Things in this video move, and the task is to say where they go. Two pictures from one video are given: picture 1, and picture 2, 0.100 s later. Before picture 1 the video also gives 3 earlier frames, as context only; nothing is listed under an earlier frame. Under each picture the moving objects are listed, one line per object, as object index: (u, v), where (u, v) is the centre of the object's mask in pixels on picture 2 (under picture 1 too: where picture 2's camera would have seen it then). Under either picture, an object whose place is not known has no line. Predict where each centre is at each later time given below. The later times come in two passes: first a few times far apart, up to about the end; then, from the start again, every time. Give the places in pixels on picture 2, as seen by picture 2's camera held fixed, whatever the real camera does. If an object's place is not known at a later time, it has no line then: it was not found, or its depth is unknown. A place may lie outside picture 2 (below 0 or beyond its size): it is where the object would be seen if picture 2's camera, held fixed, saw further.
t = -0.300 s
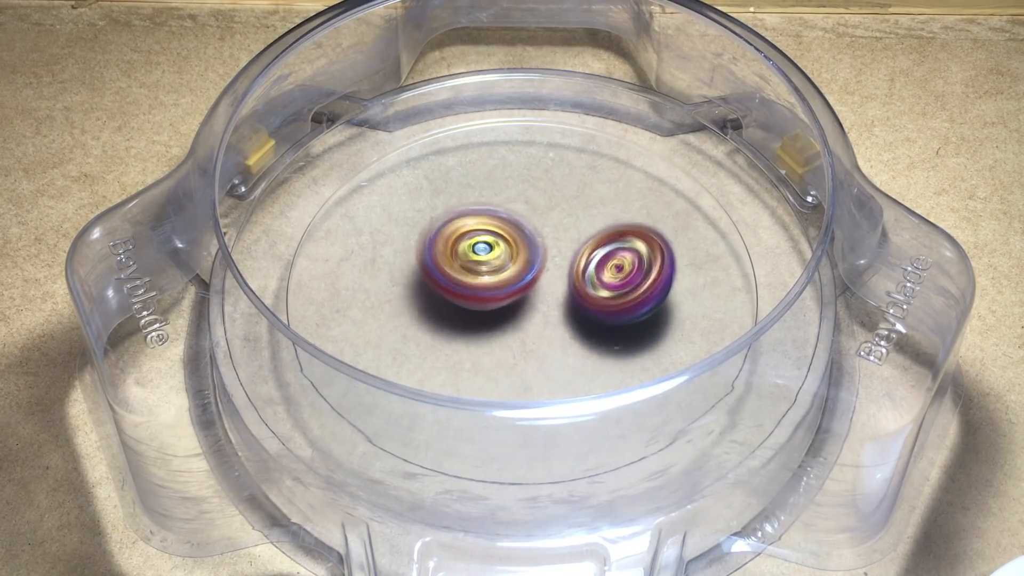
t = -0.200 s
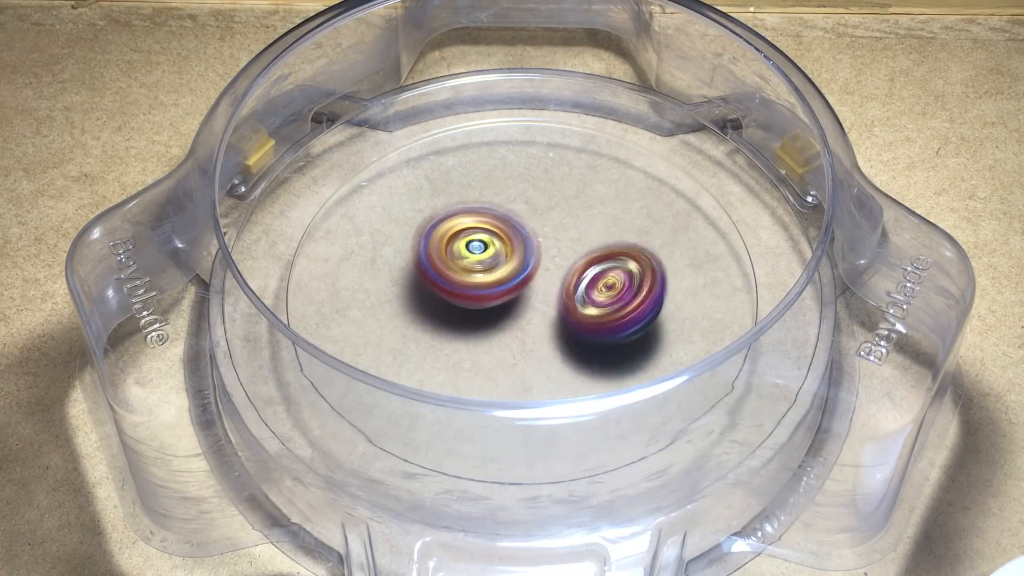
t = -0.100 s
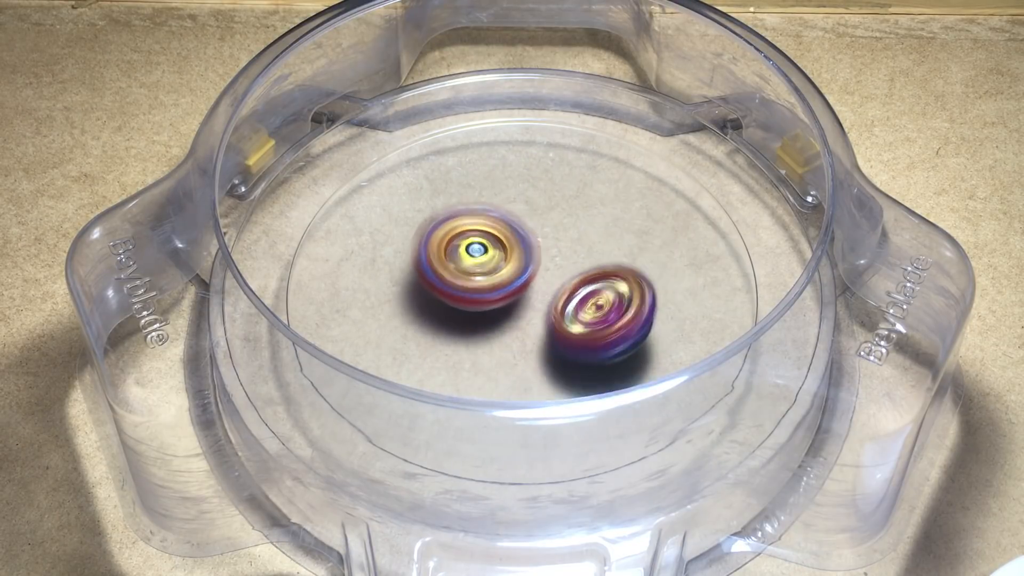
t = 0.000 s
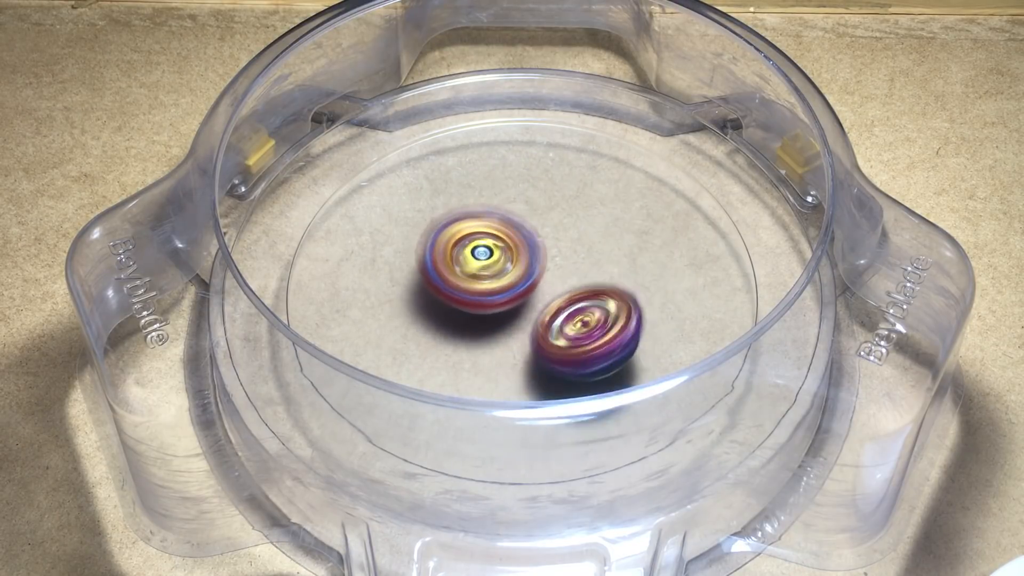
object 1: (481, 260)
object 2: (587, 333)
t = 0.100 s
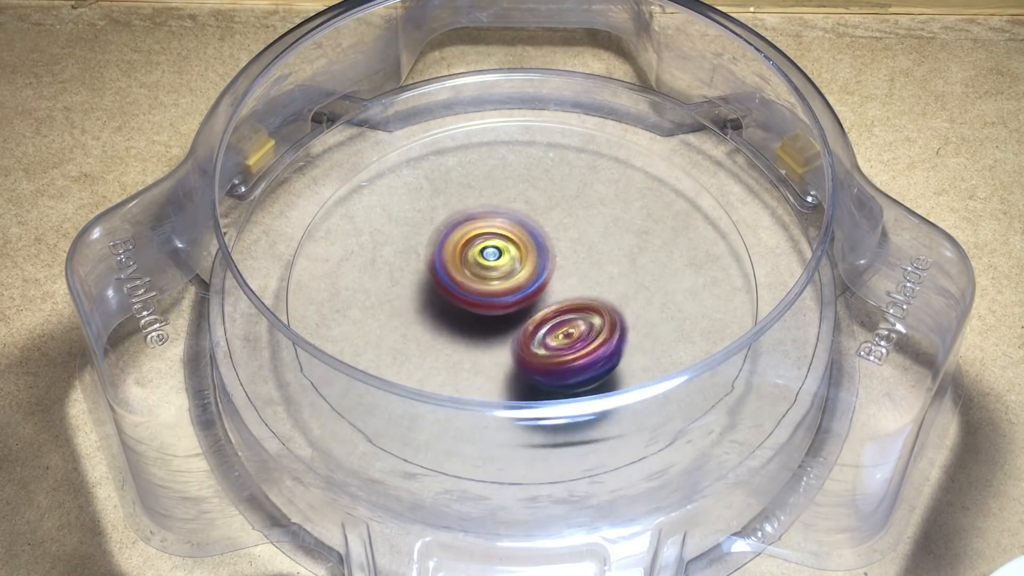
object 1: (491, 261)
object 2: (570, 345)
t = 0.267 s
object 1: (510, 251)
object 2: (537, 358)
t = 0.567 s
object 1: (523, 232)
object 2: (472, 340)
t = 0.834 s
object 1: (529, 239)
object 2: (421, 293)
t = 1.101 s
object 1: (562, 257)
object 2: (407, 235)
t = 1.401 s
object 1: (577, 264)
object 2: (448, 196)
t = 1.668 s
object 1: (561, 276)
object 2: (518, 187)
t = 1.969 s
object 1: (543, 309)
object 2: (607, 200)
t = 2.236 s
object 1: (528, 309)
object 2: (636, 243)
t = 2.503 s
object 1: (486, 289)
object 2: (633, 312)
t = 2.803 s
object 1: (462, 272)
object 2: (570, 358)
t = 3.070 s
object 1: (479, 258)
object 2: (485, 355)
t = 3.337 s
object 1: (515, 222)
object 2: (415, 311)
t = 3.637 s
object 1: (535, 217)
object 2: (407, 239)
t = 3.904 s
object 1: (559, 244)
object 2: (449, 190)
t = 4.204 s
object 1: (589, 281)
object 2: (529, 184)
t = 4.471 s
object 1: (578, 305)
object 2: (619, 206)
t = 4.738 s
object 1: (532, 329)
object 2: (657, 247)
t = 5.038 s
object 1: (484, 314)
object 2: (610, 322)
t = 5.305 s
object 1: (420, 268)
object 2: (535, 370)
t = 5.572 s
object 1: (427, 237)
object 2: (483, 359)
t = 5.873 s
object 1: (516, 196)
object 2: (426, 293)
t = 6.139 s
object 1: (575, 169)
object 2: (432, 223)
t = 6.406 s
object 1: (598, 214)
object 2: (468, 193)
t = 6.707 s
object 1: (588, 314)
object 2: (545, 220)
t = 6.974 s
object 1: (564, 356)
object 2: (644, 272)
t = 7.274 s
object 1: (507, 332)
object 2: (638, 289)
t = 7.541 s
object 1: (439, 257)
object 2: (556, 306)
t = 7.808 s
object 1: (406, 196)
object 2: (464, 308)
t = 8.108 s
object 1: (477, 201)
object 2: (440, 297)
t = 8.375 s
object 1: (593, 223)
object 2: (485, 295)
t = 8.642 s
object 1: (681, 249)
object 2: (509, 281)
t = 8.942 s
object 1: (634, 299)
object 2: (514, 281)
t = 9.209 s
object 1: (528, 344)
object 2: (484, 234)
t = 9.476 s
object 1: (423, 303)
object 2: (513, 235)
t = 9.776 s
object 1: (419, 235)
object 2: (602, 263)
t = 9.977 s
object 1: (488, 210)
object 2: (599, 288)
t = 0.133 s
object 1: (494, 261)
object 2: (564, 348)
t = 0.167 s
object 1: (498, 261)
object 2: (557, 350)
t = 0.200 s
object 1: (502, 260)
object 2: (551, 352)
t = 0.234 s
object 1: (506, 255)
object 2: (544, 356)
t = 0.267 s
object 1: (510, 251)
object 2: (537, 358)
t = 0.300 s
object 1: (513, 247)
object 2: (529, 359)
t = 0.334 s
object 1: (515, 243)
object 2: (521, 359)
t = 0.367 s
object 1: (517, 240)
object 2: (513, 358)
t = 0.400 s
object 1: (518, 238)
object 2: (506, 357)
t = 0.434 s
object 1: (519, 236)
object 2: (498, 356)
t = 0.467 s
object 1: (521, 235)
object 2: (490, 354)
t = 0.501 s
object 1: (522, 234)
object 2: (484, 350)
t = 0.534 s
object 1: (523, 233)
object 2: (478, 345)
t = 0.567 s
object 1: (523, 232)
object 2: (472, 340)
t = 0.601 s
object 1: (524, 232)
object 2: (464, 335)
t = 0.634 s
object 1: (524, 232)
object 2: (456, 330)
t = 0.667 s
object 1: (524, 232)
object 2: (448, 324)
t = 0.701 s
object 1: (525, 233)
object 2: (441, 319)
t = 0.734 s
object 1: (526, 234)
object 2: (435, 313)
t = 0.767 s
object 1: (527, 236)
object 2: (429, 307)
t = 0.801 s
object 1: (528, 238)
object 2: (425, 300)
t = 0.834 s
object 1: (529, 239)
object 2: (421, 293)
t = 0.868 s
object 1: (531, 241)
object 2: (418, 286)
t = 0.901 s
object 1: (531, 244)
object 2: (415, 279)
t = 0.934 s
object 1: (533, 247)
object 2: (414, 272)
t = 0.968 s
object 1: (540, 250)
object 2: (410, 265)
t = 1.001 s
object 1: (546, 253)
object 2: (407, 257)
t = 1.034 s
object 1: (552, 255)
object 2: (406, 250)
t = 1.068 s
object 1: (557, 256)
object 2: (406, 242)
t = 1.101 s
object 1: (562, 257)
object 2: (407, 235)
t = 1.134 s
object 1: (566, 258)
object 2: (409, 229)
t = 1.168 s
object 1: (569, 259)
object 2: (411, 223)
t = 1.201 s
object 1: (572, 260)
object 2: (415, 217)
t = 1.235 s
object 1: (574, 261)
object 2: (419, 212)
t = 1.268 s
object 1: (576, 261)
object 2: (424, 207)
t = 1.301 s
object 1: (577, 262)
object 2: (429, 204)
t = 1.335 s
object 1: (578, 262)
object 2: (435, 201)
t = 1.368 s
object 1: (578, 263)
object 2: (442, 198)
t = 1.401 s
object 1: (577, 264)
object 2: (448, 196)
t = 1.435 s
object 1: (576, 265)
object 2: (456, 194)
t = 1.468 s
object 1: (575, 267)
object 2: (464, 193)
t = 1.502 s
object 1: (574, 268)
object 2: (472, 191)
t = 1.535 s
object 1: (572, 269)
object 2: (480, 190)
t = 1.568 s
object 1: (570, 271)
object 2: (489, 190)
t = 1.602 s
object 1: (566, 273)
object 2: (498, 189)
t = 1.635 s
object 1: (564, 275)
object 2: (508, 187)
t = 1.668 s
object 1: (561, 276)
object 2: (518, 187)
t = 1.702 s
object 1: (558, 281)
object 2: (529, 187)
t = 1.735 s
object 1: (556, 286)
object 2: (540, 187)
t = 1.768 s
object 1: (552, 290)
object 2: (551, 187)
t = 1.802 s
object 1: (551, 293)
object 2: (561, 188)
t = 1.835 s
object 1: (550, 298)
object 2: (571, 190)
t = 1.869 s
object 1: (548, 301)
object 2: (581, 192)
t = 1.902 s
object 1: (545, 305)
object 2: (591, 194)
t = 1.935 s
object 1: (544, 307)
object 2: (599, 197)
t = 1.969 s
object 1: (543, 309)
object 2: (607, 200)
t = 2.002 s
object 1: (541, 310)
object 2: (613, 204)
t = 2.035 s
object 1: (540, 311)
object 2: (619, 209)
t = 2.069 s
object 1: (538, 312)
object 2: (623, 214)
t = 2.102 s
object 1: (537, 312)
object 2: (627, 218)
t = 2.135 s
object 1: (535, 312)
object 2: (631, 224)
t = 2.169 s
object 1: (533, 311)
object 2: (633, 230)
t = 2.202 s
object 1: (531, 310)
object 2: (635, 237)
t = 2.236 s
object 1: (528, 309)
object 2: (636, 243)
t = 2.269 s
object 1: (525, 307)
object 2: (637, 251)
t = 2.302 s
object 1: (522, 305)
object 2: (636, 259)
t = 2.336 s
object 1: (518, 302)
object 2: (637, 267)
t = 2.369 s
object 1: (510, 300)
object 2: (639, 276)
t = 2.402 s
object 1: (504, 297)
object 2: (640, 285)
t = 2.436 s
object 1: (498, 294)
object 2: (638, 294)
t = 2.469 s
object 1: (491, 292)
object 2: (636, 303)
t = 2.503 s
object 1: (486, 289)
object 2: (633, 312)
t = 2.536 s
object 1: (481, 287)
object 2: (629, 320)
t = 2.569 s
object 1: (476, 285)
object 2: (624, 327)
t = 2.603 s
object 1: (472, 283)
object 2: (619, 334)
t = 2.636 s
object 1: (469, 281)
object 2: (612, 339)
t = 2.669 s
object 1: (466, 279)
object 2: (605, 345)
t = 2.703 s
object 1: (464, 277)
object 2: (597, 349)
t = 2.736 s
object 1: (462, 275)
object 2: (588, 352)
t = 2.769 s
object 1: (462, 274)
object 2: (579, 355)
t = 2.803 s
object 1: (462, 272)
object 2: (570, 358)
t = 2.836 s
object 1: (462, 271)
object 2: (560, 359)
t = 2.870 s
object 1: (463, 268)
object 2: (550, 361)
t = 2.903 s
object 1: (464, 266)
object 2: (539, 361)
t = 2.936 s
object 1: (466, 265)
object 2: (528, 361)
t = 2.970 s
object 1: (469, 263)
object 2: (517, 361)
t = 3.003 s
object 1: (471, 262)
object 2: (506, 359)
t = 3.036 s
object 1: (475, 260)
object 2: (495, 358)
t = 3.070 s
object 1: (479, 258)
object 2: (485, 355)
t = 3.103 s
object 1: (483, 256)
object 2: (476, 352)
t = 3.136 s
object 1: (488, 251)
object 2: (464, 350)
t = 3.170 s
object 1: (495, 245)
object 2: (453, 346)
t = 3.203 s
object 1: (499, 240)
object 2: (444, 340)
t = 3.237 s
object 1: (503, 235)
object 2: (435, 334)
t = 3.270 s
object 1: (507, 230)
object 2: (427, 327)
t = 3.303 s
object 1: (512, 226)
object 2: (421, 319)
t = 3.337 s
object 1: (515, 222)
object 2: (415, 311)
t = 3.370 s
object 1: (518, 219)
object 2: (410, 304)
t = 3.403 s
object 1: (521, 216)
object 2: (406, 295)
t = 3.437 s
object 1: (523, 215)
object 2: (404, 287)
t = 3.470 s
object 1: (526, 213)
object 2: (401, 278)
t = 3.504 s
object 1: (528, 213)
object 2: (400, 269)
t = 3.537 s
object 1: (530, 212)
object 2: (400, 262)
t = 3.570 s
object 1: (532, 213)
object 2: (401, 254)
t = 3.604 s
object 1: (534, 214)
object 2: (403, 247)
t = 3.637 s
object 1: (535, 217)
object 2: (407, 239)
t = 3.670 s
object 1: (537, 219)
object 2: (411, 232)
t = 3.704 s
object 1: (538, 221)
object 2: (415, 224)
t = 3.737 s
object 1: (541, 223)
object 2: (420, 217)
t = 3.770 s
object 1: (543, 226)
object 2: (425, 210)
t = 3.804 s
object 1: (546, 230)
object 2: (431, 204)
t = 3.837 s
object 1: (550, 235)
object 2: (436, 199)
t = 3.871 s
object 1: (555, 239)
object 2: (443, 194)
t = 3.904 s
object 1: (559, 244)
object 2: (449, 190)
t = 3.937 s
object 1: (564, 249)
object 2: (457, 186)
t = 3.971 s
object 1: (568, 252)
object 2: (464, 184)
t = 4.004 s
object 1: (573, 258)
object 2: (472, 182)
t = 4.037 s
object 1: (576, 261)
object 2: (481, 182)
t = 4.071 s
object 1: (579, 266)
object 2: (490, 181)
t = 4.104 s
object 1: (583, 270)
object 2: (500, 181)
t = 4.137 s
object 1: (586, 275)
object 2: (509, 181)
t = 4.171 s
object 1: (588, 277)
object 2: (519, 183)
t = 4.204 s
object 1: (589, 281)
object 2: (529, 184)
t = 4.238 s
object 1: (590, 284)
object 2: (540, 186)
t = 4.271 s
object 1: (592, 287)
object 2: (550, 188)
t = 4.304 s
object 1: (592, 289)
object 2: (561, 191)
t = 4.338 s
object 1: (592, 292)
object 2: (572, 194)
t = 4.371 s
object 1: (592, 293)
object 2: (582, 197)
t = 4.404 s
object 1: (589, 295)
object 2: (594, 200)
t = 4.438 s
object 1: (584, 299)
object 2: (606, 203)
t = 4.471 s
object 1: (578, 305)
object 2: (619, 206)
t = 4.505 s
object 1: (574, 308)
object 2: (629, 210)
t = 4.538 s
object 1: (568, 313)
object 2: (638, 214)
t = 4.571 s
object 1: (562, 317)
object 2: (644, 219)
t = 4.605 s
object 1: (557, 320)
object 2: (650, 224)
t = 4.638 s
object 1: (550, 323)
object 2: (654, 230)
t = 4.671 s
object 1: (544, 326)
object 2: (656, 236)
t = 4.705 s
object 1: (539, 328)
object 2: (658, 241)
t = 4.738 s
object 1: (532, 329)
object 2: (657, 247)
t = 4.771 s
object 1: (525, 330)
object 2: (656, 255)
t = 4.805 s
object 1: (521, 330)
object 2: (653, 262)
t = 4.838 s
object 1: (515, 329)
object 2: (650, 269)
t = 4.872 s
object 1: (508, 328)
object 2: (646, 277)
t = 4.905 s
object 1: (505, 327)
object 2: (641, 286)
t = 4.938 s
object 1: (499, 324)
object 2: (635, 294)
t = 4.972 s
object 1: (494, 321)
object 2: (627, 304)
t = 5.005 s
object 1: (490, 318)
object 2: (619, 314)
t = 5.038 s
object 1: (484, 314)
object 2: (610, 322)
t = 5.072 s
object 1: (476, 308)
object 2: (604, 333)
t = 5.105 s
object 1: (466, 303)
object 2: (598, 341)
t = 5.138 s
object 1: (455, 297)
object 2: (587, 351)
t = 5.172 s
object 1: (449, 290)
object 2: (577, 358)
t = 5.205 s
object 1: (439, 284)
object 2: (566, 362)
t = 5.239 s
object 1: (431, 278)
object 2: (556, 366)
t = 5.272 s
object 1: (425, 272)
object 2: (546, 368)
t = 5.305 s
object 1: (420, 268)
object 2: (535, 370)
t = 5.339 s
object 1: (418, 262)
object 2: (526, 370)
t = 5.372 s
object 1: (415, 258)
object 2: (518, 371)
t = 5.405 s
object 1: (414, 254)
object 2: (512, 370)
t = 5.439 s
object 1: (414, 250)
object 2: (505, 369)
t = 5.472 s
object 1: (416, 247)
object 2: (499, 368)
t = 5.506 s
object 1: (420, 244)
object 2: (493, 365)
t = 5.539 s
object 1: (422, 241)
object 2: (489, 363)
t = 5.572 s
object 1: (427, 237)
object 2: (483, 359)
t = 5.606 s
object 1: (432, 234)
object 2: (478, 355)
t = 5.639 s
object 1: (439, 232)
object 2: (472, 348)
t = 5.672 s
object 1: (447, 231)
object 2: (467, 341)
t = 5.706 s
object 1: (454, 229)
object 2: (460, 332)
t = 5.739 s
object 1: (464, 227)
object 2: (455, 323)
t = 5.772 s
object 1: (479, 221)
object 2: (444, 316)
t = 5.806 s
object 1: (491, 211)
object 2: (437, 310)
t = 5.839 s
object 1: (505, 204)
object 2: (430, 303)
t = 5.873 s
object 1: (516, 196)
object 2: (426, 293)
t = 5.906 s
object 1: (526, 191)
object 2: (424, 285)
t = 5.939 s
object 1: (535, 184)
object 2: (422, 275)
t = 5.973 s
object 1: (544, 180)
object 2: (422, 266)
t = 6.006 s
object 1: (550, 175)
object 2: (422, 258)
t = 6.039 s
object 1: (559, 173)
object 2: (423, 247)
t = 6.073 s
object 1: (563, 170)
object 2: (425, 239)
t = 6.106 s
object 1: (572, 169)
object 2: (428, 230)
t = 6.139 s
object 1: (575, 169)
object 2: (432, 223)
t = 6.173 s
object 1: (582, 170)
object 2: (436, 215)
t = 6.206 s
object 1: (584, 173)
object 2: (439, 209)
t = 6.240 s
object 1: (589, 177)
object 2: (445, 204)
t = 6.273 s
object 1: (590, 182)
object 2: (450, 200)
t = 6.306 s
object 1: (595, 189)
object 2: (454, 197)
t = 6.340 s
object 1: (595, 196)
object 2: (459, 195)
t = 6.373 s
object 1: (598, 205)
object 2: (464, 194)
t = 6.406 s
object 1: (598, 214)
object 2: (468, 193)
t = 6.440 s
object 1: (599, 225)
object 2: (474, 193)
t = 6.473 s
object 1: (598, 236)
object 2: (479, 194)
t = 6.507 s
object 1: (597, 248)
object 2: (485, 196)
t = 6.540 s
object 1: (597, 260)
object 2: (493, 197)
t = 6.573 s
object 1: (595, 272)
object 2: (503, 200)
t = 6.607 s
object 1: (592, 283)
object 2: (511, 203)
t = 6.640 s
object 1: (590, 294)
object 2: (522, 207)
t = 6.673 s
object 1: (589, 303)
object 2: (534, 212)
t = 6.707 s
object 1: (588, 314)
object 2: (545, 220)
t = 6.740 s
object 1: (585, 322)
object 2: (559, 226)
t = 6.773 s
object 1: (583, 331)
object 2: (573, 232)
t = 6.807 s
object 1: (580, 338)
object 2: (588, 239)
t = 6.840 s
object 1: (578, 344)
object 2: (602, 247)
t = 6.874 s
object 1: (573, 348)
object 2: (614, 253)
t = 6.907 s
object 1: (572, 351)
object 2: (626, 261)
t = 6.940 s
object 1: (568, 353)
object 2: (637, 266)
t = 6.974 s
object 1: (564, 356)
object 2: (644, 272)
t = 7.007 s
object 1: (559, 356)
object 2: (650, 276)
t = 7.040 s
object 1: (552, 358)
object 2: (654, 279)
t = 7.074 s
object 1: (548, 357)
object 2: (656, 282)
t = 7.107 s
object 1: (540, 356)
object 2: (656, 283)
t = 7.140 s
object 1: (535, 354)
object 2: (654, 286)
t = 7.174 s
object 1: (525, 350)
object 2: (652, 286)
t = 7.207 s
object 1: (520, 346)
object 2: (648, 287)
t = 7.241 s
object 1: (512, 339)
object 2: (643, 288)
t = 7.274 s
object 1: (507, 332)
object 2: (638, 289)
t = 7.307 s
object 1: (498, 322)
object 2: (632, 291)
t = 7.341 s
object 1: (493, 314)
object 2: (623, 295)
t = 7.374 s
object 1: (482, 304)
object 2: (613, 297)
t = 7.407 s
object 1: (474, 295)
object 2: (604, 301)
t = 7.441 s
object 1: (464, 284)
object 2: (595, 302)
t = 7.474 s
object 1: (455, 275)
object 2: (584, 303)
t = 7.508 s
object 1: (447, 265)
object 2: (571, 305)
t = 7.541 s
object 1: (439, 257)
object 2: (556, 306)
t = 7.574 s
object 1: (435, 250)
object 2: (539, 306)
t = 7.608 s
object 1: (428, 238)
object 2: (525, 308)
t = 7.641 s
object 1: (422, 229)
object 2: (514, 310)
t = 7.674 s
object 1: (418, 219)
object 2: (502, 311)
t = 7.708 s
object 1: (412, 212)
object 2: (491, 311)
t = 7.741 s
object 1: (410, 205)
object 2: (481, 311)
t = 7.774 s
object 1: (409, 201)
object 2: (472, 310)
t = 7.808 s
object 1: (406, 196)
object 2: (464, 308)
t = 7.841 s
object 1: (406, 192)
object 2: (457, 307)
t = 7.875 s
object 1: (410, 193)
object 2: (452, 305)
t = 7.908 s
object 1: (410, 193)
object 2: (447, 302)
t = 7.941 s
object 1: (419, 193)
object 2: (445, 300)
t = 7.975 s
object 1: (426, 196)
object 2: (444, 297)
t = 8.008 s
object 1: (434, 198)
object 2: (443, 295)
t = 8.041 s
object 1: (450, 200)
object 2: (440, 295)
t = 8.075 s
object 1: (460, 200)
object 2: (440, 297)
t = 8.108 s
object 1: (477, 201)
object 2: (440, 297)
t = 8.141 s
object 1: (491, 206)
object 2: (443, 299)
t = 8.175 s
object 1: (502, 207)
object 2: (446, 300)
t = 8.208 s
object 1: (519, 210)
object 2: (449, 300)
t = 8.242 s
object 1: (535, 215)
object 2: (452, 299)
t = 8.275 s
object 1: (550, 215)
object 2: (457, 299)
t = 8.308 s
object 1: (567, 218)
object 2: (465, 297)
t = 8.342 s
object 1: (582, 223)
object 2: (474, 297)
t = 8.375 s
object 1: (593, 223)
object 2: (485, 295)
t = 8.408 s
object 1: (608, 226)
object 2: (497, 294)
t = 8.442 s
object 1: (618, 232)
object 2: (509, 291)
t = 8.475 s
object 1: (624, 233)
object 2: (523, 289)
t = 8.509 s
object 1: (637, 237)
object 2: (531, 286)
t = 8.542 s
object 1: (655, 242)
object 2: (525, 283)
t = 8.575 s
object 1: (665, 245)
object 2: (515, 284)
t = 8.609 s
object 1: (672, 246)
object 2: (510, 282)
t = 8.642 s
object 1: (681, 249)
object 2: (509, 281)
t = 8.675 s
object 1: (685, 254)
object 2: (510, 280)
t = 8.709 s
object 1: (684, 258)
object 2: (513, 280)
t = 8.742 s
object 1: (685, 263)
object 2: (514, 281)
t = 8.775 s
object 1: (683, 268)
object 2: (514, 281)
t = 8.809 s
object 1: (679, 274)
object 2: (514, 281)
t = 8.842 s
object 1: (671, 278)
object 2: (514, 281)
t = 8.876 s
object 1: (663, 284)
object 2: (516, 281)
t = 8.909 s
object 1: (649, 290)
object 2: (517, 282)
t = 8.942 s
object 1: (634, 299)
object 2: (514, 281)
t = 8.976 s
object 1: (627, 311)
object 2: (502, 273)
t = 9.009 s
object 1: (619, 320)
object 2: (492, 265)
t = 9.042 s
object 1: (607, 327)
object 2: (486, 258)
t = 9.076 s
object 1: (591, 332)
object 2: (483, 253)
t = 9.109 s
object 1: (577, 337)
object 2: (481, 247)
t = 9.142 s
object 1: (561, 340)
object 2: (481, 242)
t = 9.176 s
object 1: (544, 343)
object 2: (482, 238)
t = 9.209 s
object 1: (528, 344)
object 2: (484, 234)
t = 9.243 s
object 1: (512, 343)
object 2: (487, 234)
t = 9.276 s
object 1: (499, 340)
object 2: (490, 232)
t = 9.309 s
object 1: (484, 336)
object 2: (492, 231)
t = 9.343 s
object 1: (469, 331)
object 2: (494, 232)
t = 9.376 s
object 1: (457, 326)
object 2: (496, 232)
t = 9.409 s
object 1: (445, 316)
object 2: (499, 231)
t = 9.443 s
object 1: (435, 309)
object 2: (502, 233)
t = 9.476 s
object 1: (423, 303)
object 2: (513, 235)
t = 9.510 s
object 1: (413, 293)
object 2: (527, 235)
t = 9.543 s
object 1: (405, 284)
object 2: (537, 237)
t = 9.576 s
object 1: (399, 275)
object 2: (551, 240)
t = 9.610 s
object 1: (397, 267)
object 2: (563, 243)
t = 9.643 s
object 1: (397, 259)
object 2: (574, 246)
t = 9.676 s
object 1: (399, 253)
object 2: (582, 250)
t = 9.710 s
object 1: (404, 247)
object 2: (593, 254)
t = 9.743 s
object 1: (412, 243)
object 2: (598, 258)
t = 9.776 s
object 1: (419, 235)
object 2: (602, 263)
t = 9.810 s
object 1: (428, 231)
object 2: (608, 267)
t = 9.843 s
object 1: (440, 225)
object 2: (607, 272)
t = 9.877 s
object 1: (450, 220)
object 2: (607, 277)
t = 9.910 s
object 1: (462, 217)
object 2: (607, 281)
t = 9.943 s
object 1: (475, 212)
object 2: (604, 286)
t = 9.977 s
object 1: (488, 210)
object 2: (599, 288)
